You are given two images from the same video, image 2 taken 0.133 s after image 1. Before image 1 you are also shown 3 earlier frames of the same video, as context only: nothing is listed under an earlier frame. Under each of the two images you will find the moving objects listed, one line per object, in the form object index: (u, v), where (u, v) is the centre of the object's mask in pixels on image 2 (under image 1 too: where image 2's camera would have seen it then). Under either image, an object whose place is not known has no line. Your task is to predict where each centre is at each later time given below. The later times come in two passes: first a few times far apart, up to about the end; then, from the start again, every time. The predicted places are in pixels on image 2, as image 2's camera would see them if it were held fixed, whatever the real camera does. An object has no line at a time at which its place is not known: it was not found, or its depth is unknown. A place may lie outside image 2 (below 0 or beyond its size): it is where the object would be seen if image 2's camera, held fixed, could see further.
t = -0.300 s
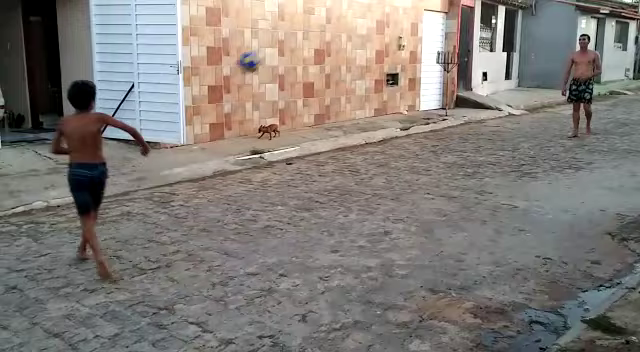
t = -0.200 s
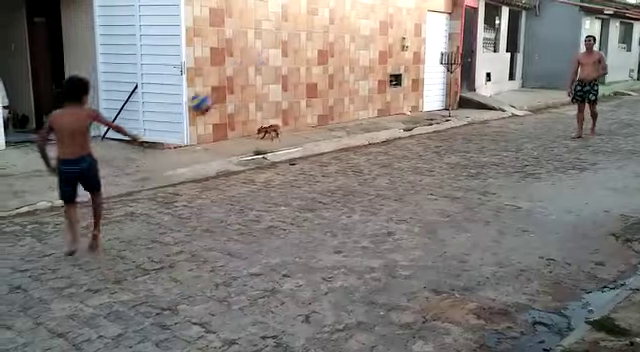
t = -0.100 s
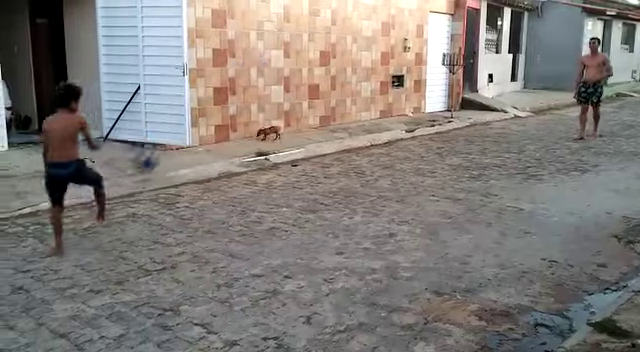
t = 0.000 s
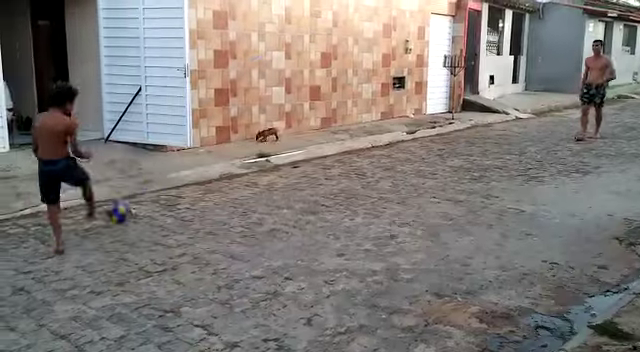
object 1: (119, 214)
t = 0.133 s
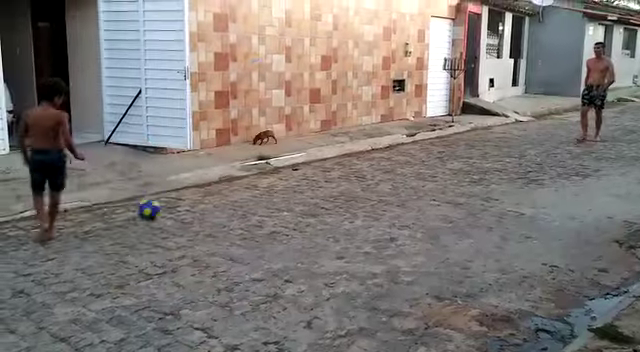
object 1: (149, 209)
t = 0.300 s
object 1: (186, 198)
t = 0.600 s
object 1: (252, 208)
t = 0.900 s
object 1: (313, 209)
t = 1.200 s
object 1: (360, 211)
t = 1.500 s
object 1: (409, 213)
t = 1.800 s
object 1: (453, 210)
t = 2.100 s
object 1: (492, 209)
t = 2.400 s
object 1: (527, 207)
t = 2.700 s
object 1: (560, 207)
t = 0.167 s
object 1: (156, 204)
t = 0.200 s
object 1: (164, 201)
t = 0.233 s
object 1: (170, 199)
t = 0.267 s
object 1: (179, 198)
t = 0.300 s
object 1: (186, 198)
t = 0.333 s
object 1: (195, 199)
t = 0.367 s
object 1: (201, 201)
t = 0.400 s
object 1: (208, 205)
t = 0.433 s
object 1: (215, 209)
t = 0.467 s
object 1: (223, 215)
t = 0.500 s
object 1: (232, 222)
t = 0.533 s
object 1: (239, 216)
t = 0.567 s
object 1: (247, 212)
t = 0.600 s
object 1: (252, 208)
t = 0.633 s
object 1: (260, 206)
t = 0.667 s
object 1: (266, 206)
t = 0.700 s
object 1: (274, 206)
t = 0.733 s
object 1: (280, 206)
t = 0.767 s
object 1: (287, 208)
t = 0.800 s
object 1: (294, 212)
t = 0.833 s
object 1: (301, 218)
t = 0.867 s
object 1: (307, 214)
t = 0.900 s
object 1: (313, 209)
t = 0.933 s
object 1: (318, 207)
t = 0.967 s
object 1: (323, 205)
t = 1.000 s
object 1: (329, 205)
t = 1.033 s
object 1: (333, 205)
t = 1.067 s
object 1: (339, 206)
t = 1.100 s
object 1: (343, 209)
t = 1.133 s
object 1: (348, 214)
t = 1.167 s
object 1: (355, 214)
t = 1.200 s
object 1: (360, 211)
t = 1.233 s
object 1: (365, 210)
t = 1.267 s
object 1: (370, 210)
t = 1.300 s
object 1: (376, 211)
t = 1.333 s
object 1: (381, 213)
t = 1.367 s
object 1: (387, 213)
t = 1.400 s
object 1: (392, 212)
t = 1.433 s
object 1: (397, 211)
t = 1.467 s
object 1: (402, 212)
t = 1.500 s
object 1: (409, 213)
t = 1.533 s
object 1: (412, 212)
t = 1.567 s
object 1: (419, 212)
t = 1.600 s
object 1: (423, 212)
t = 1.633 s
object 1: (428, 210)
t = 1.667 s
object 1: (433, 211)
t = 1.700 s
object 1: (438, 211)
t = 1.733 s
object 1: (444, 211)
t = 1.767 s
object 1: (448, 210)
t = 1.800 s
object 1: (453, 210)
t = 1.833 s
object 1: (457, 211)
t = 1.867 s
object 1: (461, 211)
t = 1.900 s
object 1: (466, 211)
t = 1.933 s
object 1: (470, 210)
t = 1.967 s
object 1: (474, 210)
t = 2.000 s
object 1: (479, 210)
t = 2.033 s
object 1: (483, 210)
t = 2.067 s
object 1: (488, 210)
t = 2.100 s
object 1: (492, 209)
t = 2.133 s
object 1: (495, 210)
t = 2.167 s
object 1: (500, 209)
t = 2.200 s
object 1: (504, 208)
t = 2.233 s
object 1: (508, 208)
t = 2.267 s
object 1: (513, 209)
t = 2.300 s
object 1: (517, 209)
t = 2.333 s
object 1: (520, 208)
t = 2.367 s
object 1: (524, 208)
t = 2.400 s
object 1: (527, 207)
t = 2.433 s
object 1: (531, 208)
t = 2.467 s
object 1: (535, 207)
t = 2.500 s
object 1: (538, 208)
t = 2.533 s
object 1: (542, 207)
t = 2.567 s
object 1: (546, 207)
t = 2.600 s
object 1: (549, 207)
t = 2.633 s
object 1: (553, 207)
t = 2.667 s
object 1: (557, 208)
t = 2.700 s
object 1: (560, 207)
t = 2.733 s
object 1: (564, 207)
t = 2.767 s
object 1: (567, 207)
